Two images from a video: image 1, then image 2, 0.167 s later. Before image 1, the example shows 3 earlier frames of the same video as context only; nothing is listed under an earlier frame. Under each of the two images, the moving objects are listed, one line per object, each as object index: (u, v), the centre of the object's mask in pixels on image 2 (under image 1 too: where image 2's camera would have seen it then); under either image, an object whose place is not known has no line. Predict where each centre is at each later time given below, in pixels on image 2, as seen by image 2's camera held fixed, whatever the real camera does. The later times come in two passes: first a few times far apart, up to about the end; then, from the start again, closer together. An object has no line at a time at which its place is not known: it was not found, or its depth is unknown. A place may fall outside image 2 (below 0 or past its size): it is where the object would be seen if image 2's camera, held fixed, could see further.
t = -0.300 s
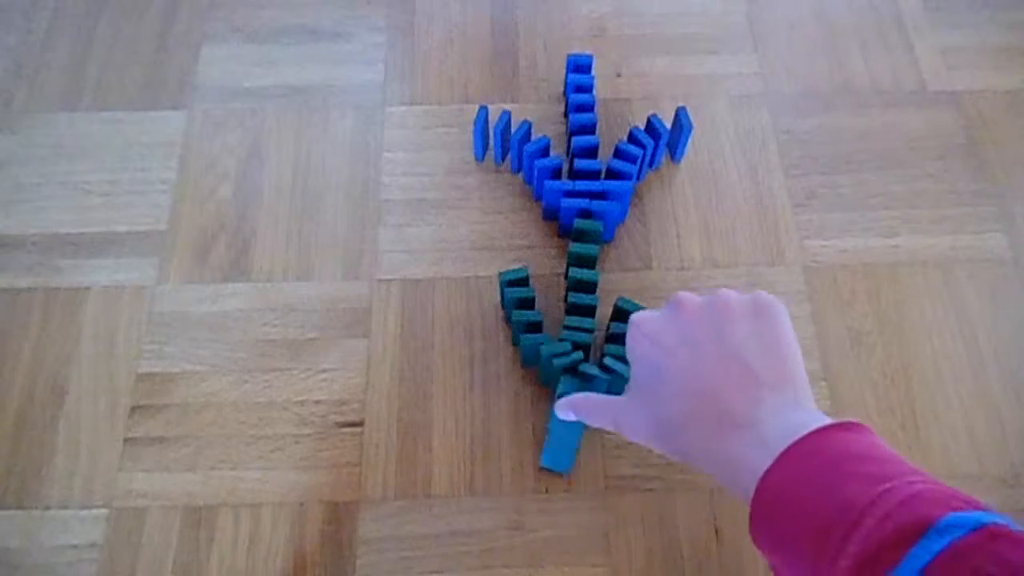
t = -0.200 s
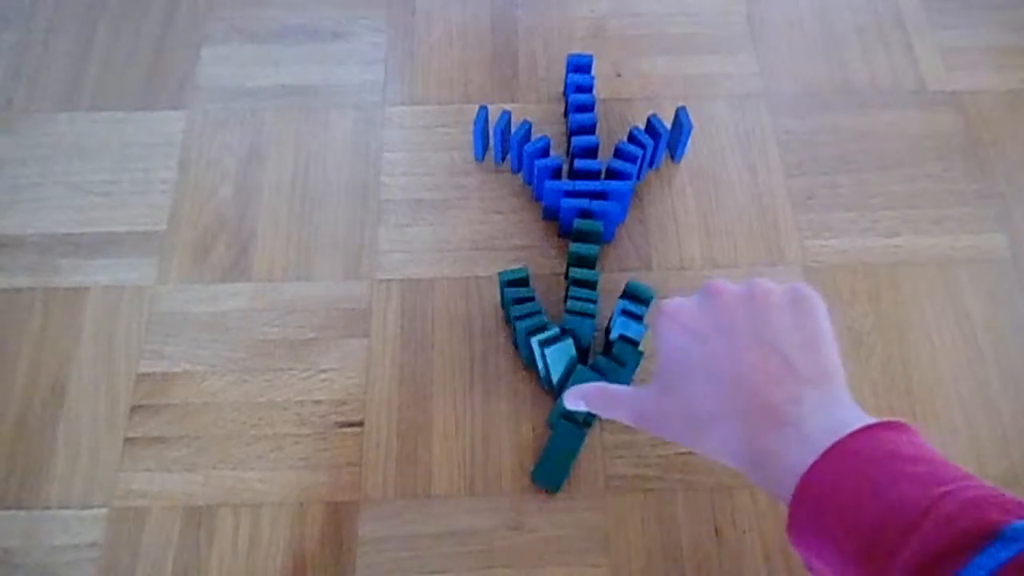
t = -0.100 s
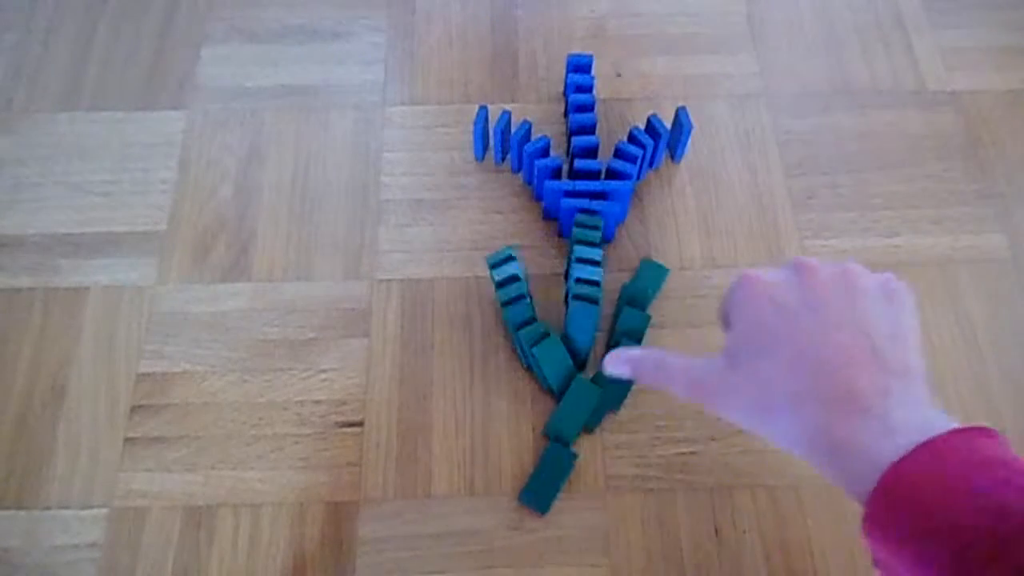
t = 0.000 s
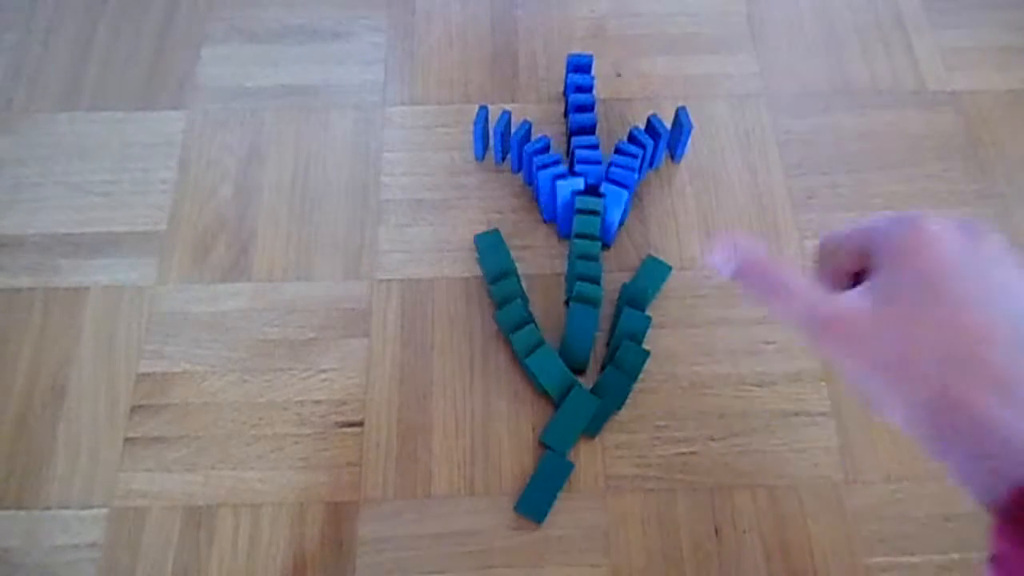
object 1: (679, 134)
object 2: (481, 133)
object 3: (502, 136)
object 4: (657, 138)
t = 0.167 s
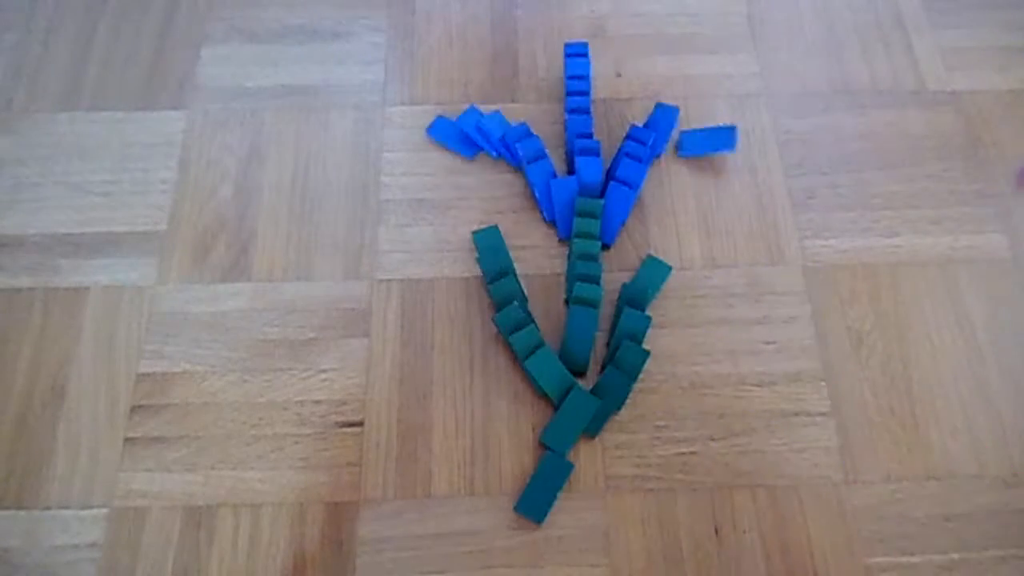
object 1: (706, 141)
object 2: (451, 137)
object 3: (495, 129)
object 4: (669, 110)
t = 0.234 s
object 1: (729, 140)
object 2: (435, 132)
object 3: (497, 124)
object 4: (662, 106)
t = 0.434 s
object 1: (749, 153)
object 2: (433, 131)
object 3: (508, 123)
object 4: (661, 103)
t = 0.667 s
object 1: (748, 153)
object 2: (433, 131)
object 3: (506, 124)
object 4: (661, 103)
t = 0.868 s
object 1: (748, 152)
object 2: (433, 132)
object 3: (506, 124)
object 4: (661, 105)
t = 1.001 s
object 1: (749, 153)
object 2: (433, 131)
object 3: (506, 124)
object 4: (661, 106)
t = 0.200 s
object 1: (719, 145)
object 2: (441, 134)
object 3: (496, 131)
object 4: (667, 104)
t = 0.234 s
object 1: (729, 140)
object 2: (435, 132)
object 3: (497, 124)
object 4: (662, 106)
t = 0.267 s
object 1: (736, 140)
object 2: (433, 131)
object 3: (499, 126)
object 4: (662, 102)
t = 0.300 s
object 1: (742, 142)
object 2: (433, 131)
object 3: (501, 126)
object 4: (662, 103)
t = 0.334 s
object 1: (746, 148)
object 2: (434, 131)
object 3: (505, 126)
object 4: (661, 108)
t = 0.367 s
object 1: (748, 151)
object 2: (434, 131)
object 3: (505, 124)
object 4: (661, 107)
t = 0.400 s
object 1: (749, 152)
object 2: (434, 131)
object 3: (507, 123)
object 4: (661, 106)
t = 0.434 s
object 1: (749, 153)
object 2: (433, 131)
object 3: (508, 123)
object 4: (661, 103)
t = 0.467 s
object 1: (748, 153)
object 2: (433, 131)
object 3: (507, 123)
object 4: (661, 103)
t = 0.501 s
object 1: (748, 153)
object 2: (433, 131)
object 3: (506, 124)
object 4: (661, 103)
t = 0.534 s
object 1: (749, 153)
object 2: (433, 131)
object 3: (506, 124)
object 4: (661, 103)
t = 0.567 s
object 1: (748, 153)
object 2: (433, 131)
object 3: (506, 124)
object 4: (661, 103)
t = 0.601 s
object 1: (748, 153)
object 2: (433, 131)
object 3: (506, 124)
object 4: (661, 103)
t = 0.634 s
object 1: (748, 153)
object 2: (433, 131)
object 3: (506, 124)
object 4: (661, 103)
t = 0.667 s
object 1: (748, 153)
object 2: (433, 131)
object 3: (506, 124)
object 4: (661, 103)
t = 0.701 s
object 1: (748, 153)
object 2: (433, 131)
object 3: (506, 124)
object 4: (661, 103)
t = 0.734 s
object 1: (748, 153)
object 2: (433, 131)
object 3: (506, 124)
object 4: (661, 103)
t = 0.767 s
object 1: (749, 153)
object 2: (433, 131)
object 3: (506, 124)
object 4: (661, 103)
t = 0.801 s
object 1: (749, 153)
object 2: (433, 131)
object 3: (506, 124)
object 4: (661, 103)
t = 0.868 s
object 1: (748, 152)
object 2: (433, 132)
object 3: (506, 124)
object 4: (661, 105)
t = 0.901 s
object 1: (748, 153)
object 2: (433, 132)
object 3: (506, 124)
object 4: (661, 106)
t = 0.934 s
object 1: (748, 153)
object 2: (433, 131)
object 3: (506, 124)
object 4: (661, 105)
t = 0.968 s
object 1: (749, 153)
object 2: (433, 131)
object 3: (506, 124)
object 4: (661, 105)
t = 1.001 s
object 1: (749, 153)
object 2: (433, 131)
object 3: (506, 124)
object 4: (661, 106)
